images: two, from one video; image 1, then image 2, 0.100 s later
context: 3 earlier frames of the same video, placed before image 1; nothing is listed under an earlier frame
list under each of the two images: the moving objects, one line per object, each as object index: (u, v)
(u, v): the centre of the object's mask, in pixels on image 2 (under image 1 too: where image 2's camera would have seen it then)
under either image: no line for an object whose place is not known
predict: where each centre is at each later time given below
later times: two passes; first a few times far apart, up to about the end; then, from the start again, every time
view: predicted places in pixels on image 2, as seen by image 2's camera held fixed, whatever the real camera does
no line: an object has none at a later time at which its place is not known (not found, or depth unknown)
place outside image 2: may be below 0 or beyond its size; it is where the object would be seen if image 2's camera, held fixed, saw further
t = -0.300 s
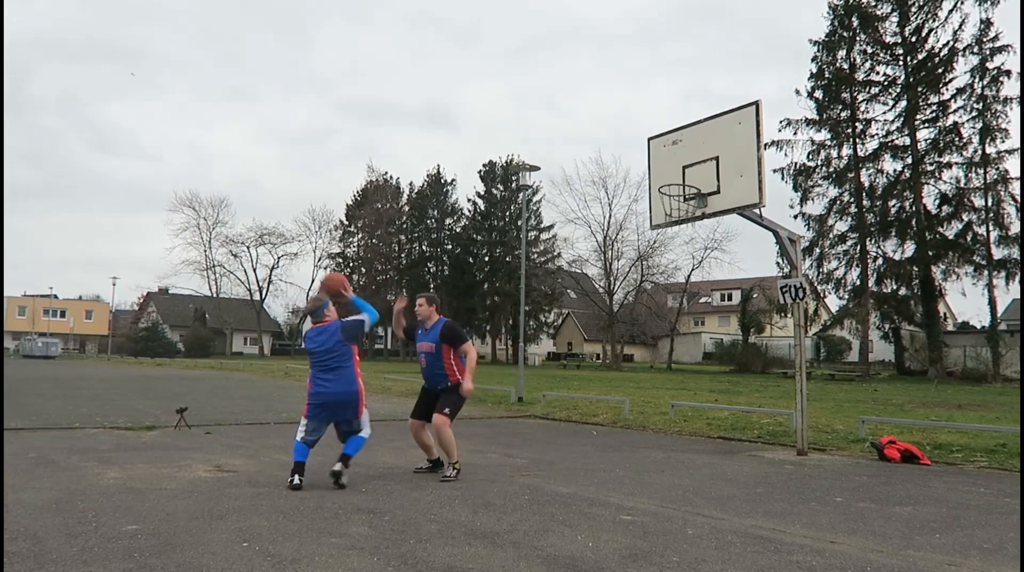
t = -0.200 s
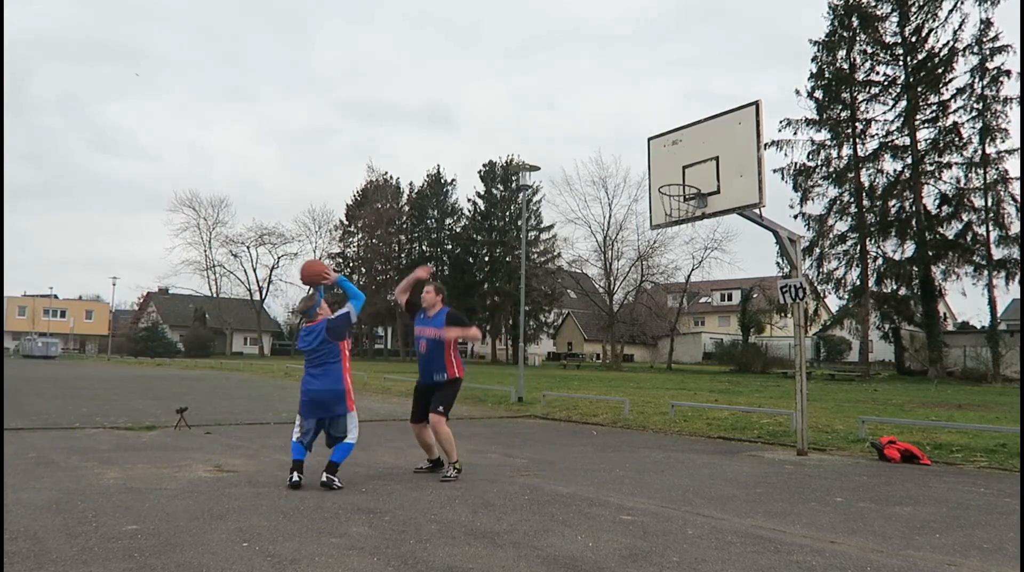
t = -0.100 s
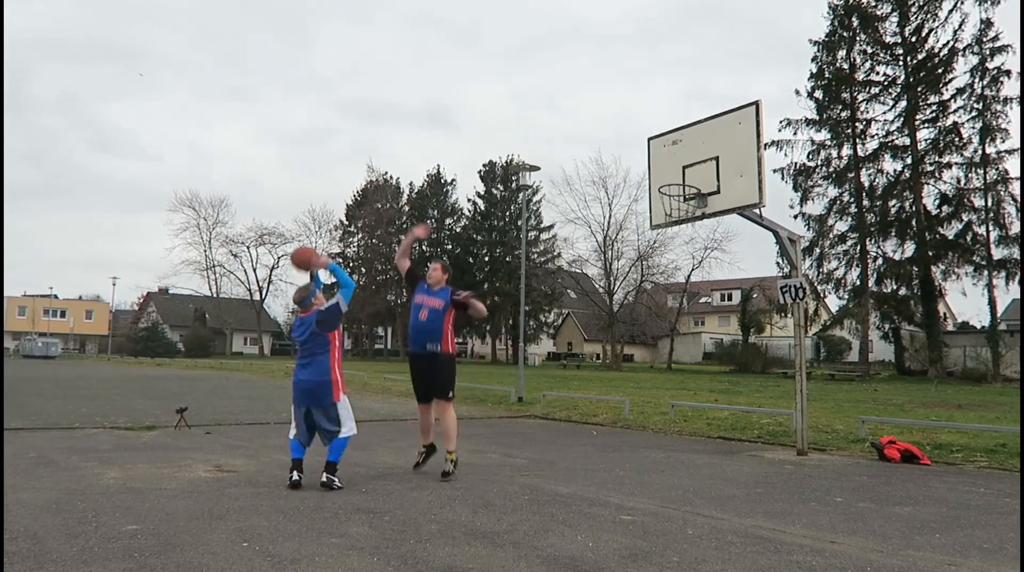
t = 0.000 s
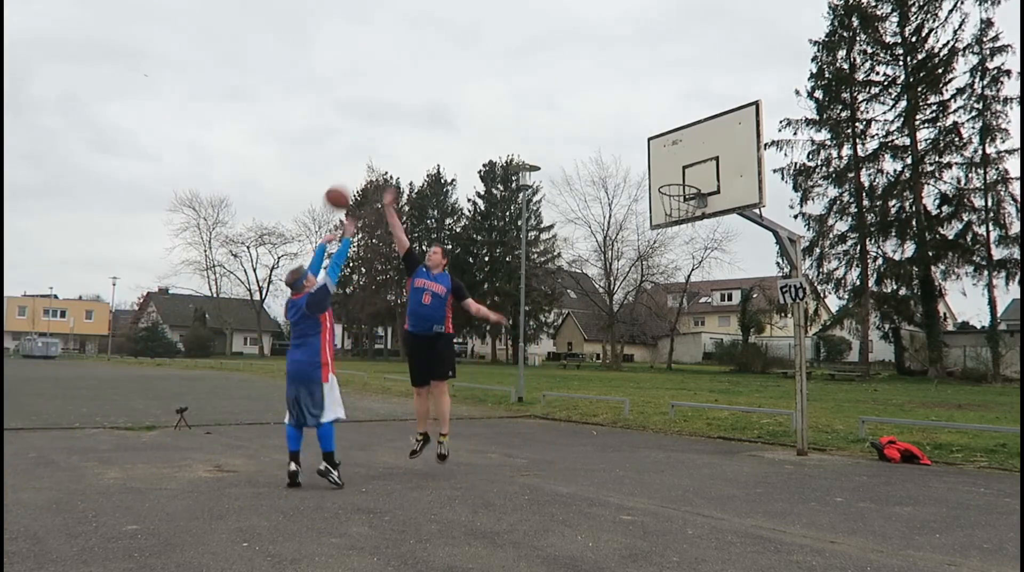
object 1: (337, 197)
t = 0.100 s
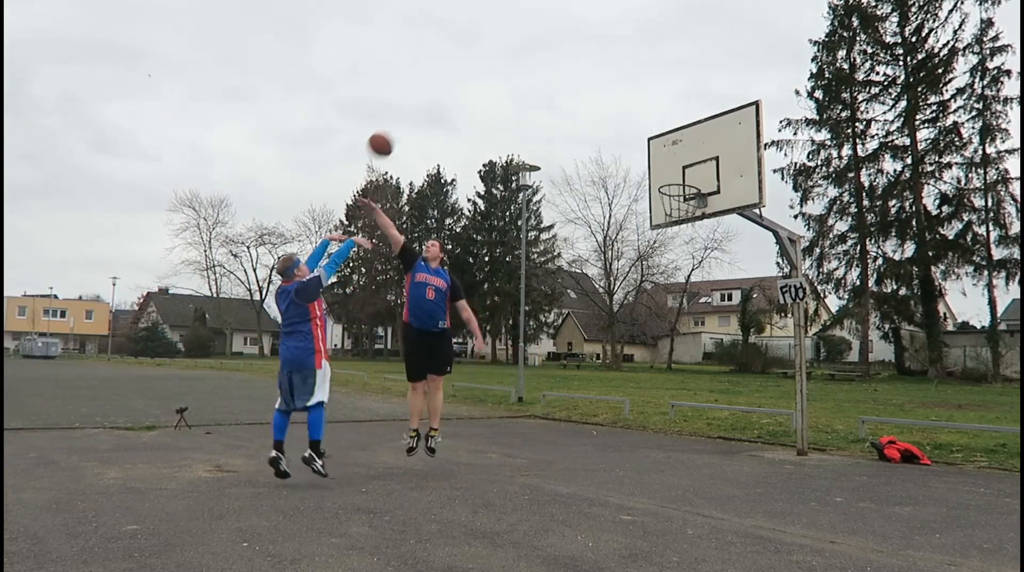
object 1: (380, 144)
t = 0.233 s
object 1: (433, 94)
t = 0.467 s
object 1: (513, 55)
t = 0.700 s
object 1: (581, 69)
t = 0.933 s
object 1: (641, 129)
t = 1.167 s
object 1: (678, 146)
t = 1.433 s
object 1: (700, 112)
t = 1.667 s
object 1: (719, 131)
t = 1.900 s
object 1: (721, 170)
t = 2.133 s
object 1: (723, 258)
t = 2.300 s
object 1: (724, 356)
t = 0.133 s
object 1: (394, 129)
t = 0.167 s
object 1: (407, 116)
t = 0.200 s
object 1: (420, 104)
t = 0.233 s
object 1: (433, 94)
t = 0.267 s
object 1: (445, 84)
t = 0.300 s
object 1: (457, 77)
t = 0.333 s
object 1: (469, 70)
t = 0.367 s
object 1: (480, 64)
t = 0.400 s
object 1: (491, 60)
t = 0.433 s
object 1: (502, 57)
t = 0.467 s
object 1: (513, 55)
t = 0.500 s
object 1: (523, 54)
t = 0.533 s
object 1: (533, 54)
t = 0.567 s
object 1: (543, 55)
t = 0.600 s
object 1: (553, 57)
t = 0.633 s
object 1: (563, 60)
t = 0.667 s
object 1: (572, 64)
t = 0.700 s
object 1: (581, 69)
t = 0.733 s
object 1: (590, 75)
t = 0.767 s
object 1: (599, 82)
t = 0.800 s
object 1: (608, 90)
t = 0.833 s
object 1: (616, 98)
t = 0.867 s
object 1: (625, 108)
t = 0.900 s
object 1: (633, 118)
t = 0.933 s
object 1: (641, 129)
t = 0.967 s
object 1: (649, 141)
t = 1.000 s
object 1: (657, 154)
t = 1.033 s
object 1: (664, 167)
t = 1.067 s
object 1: (670, 172)
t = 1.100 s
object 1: (672, 163)
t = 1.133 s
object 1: (675, 154)
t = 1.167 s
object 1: (678, 146)
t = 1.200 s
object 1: (681, 138)
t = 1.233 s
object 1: (683, 132)
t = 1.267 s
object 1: (686, 126)
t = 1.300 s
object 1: (689, 122)
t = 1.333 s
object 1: (691, 118)
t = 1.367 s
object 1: (694, 115)
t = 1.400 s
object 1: (697, 113)
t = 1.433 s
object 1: (700, 112)
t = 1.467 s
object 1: (702, 112)
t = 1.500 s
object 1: (705, 113)
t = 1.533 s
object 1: (708, 115)
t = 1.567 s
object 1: (710, 118)
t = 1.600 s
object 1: (713, 122)
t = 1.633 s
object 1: (716, 126)
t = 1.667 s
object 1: (719, 131)
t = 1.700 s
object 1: (720, 135)
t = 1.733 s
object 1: (720, 138)
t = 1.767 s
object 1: (720, 143)
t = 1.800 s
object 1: (720, 148)
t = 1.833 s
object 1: (720, 154)
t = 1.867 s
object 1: (721, 162)
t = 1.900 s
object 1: (721, 170)
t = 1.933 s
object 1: (721, 180)
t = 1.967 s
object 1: (721, 190)
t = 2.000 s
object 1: (722, 202)
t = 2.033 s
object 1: (722, 214)
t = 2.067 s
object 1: (722, 228)
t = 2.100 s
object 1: (723, 242)
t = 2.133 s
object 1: (723, 258)
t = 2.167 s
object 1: (723, 276)
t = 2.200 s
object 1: (723, 295)
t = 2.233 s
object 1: (723, 314)
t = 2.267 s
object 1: (724, 337)
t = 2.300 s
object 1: (724, 356)
